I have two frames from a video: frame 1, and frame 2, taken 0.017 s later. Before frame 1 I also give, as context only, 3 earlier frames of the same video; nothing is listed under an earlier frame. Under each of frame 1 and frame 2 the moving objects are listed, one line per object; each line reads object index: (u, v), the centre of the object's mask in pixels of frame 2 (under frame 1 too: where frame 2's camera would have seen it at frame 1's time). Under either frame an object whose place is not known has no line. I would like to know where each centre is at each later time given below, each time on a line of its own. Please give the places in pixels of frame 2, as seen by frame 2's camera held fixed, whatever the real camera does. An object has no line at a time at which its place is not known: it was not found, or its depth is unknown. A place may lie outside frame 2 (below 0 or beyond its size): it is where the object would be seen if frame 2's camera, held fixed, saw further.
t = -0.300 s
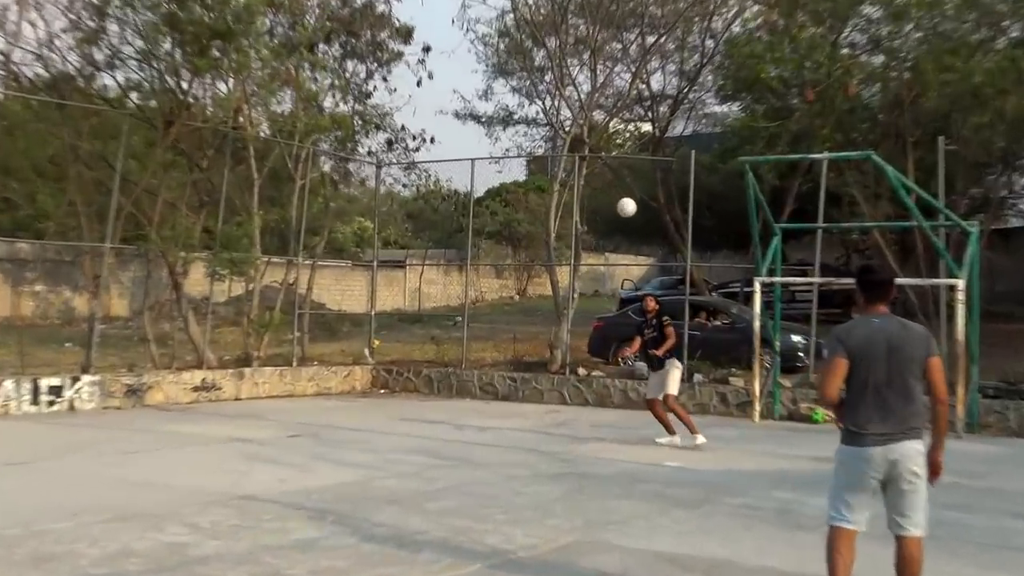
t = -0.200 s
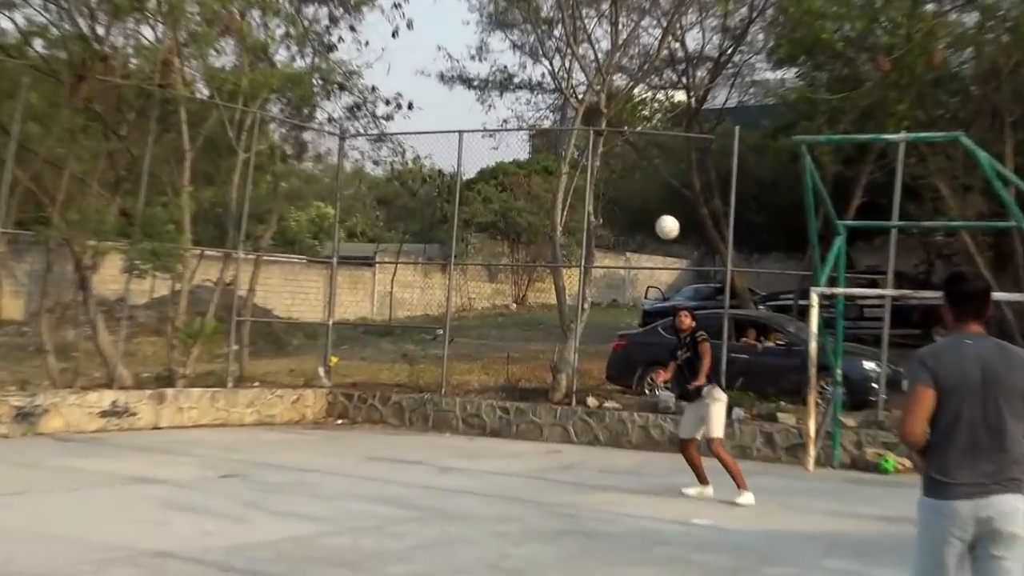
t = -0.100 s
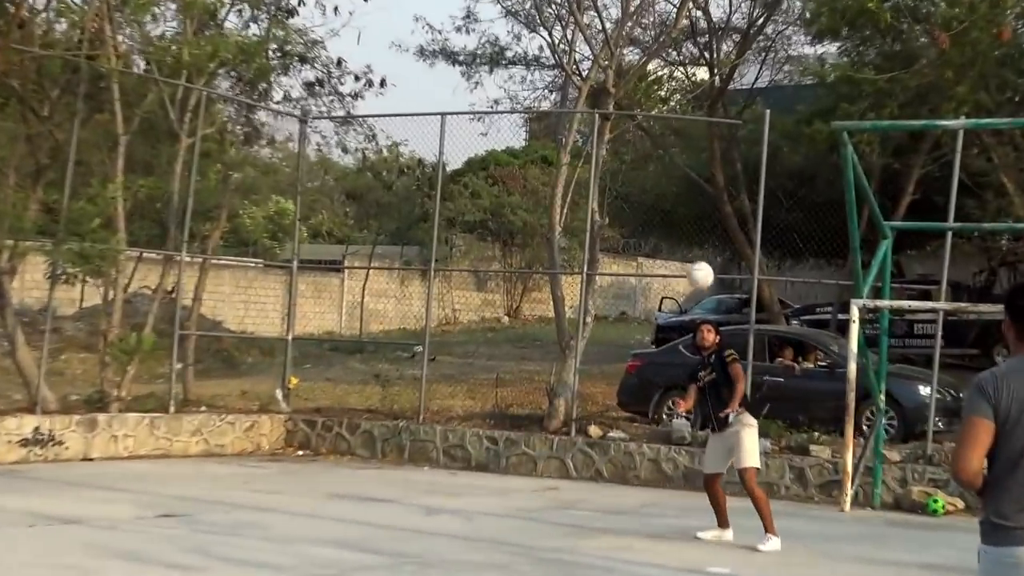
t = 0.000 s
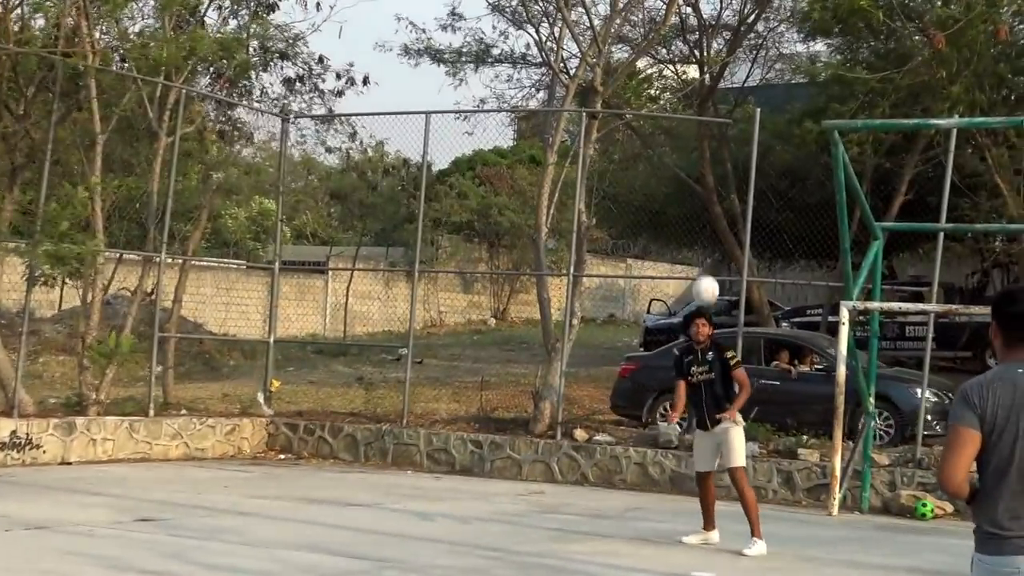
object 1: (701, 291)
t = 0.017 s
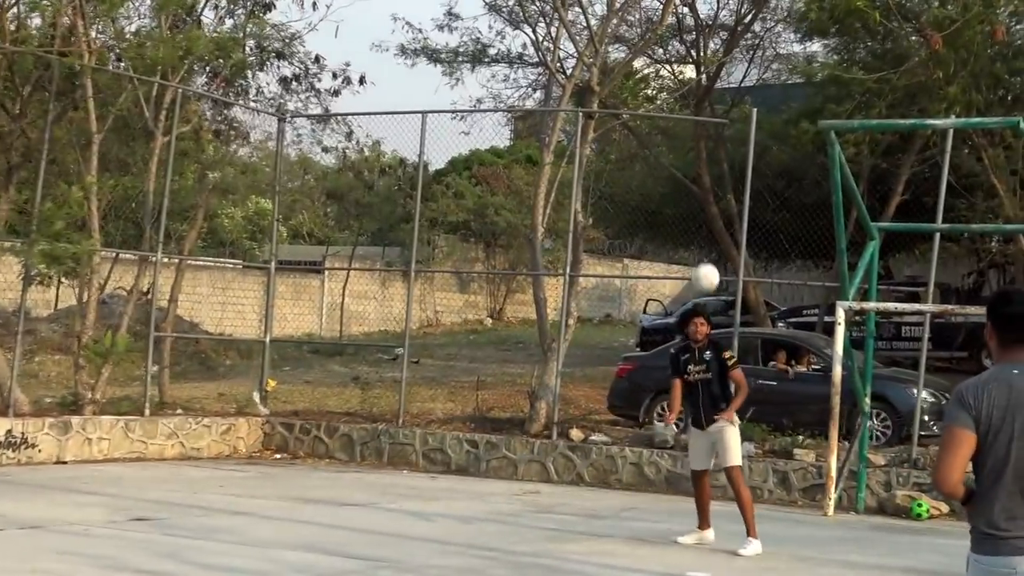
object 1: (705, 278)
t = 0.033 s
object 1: (709, 266)
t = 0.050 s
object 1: (712, 254)
